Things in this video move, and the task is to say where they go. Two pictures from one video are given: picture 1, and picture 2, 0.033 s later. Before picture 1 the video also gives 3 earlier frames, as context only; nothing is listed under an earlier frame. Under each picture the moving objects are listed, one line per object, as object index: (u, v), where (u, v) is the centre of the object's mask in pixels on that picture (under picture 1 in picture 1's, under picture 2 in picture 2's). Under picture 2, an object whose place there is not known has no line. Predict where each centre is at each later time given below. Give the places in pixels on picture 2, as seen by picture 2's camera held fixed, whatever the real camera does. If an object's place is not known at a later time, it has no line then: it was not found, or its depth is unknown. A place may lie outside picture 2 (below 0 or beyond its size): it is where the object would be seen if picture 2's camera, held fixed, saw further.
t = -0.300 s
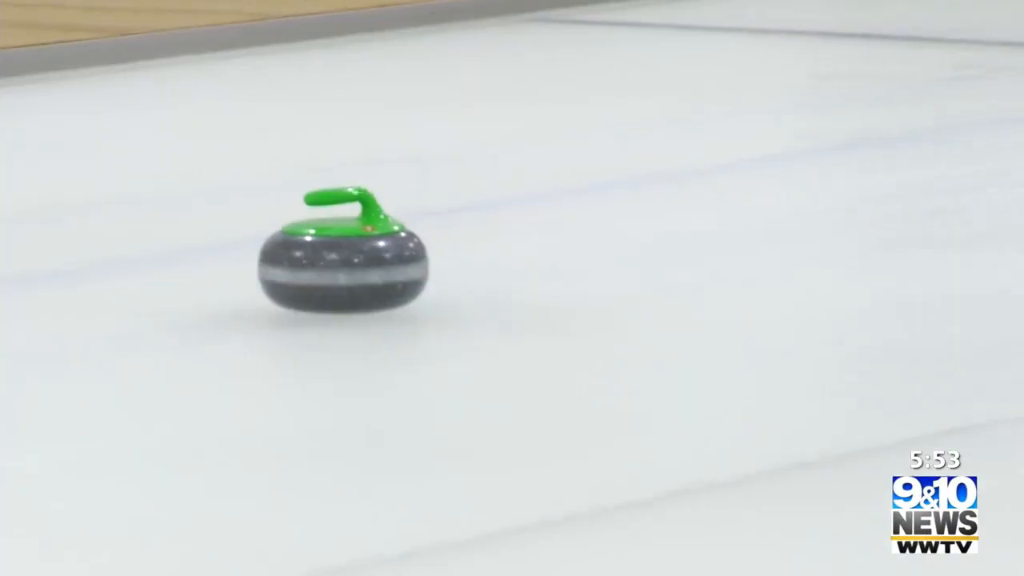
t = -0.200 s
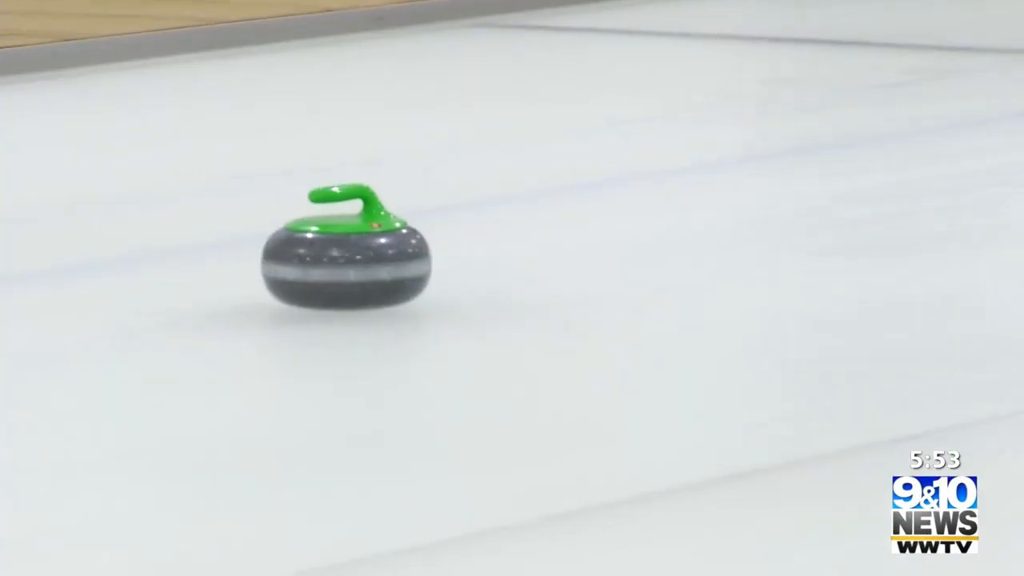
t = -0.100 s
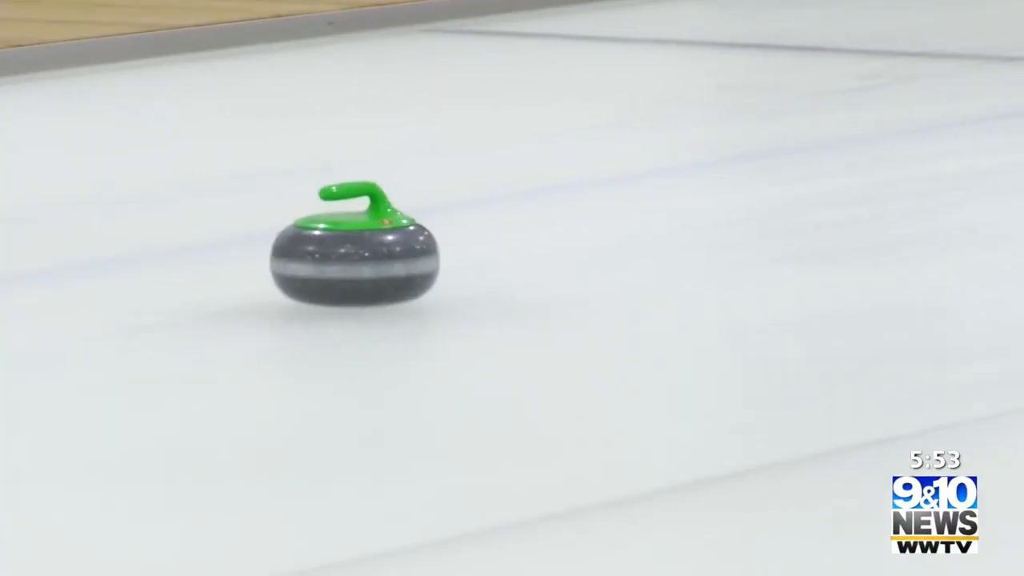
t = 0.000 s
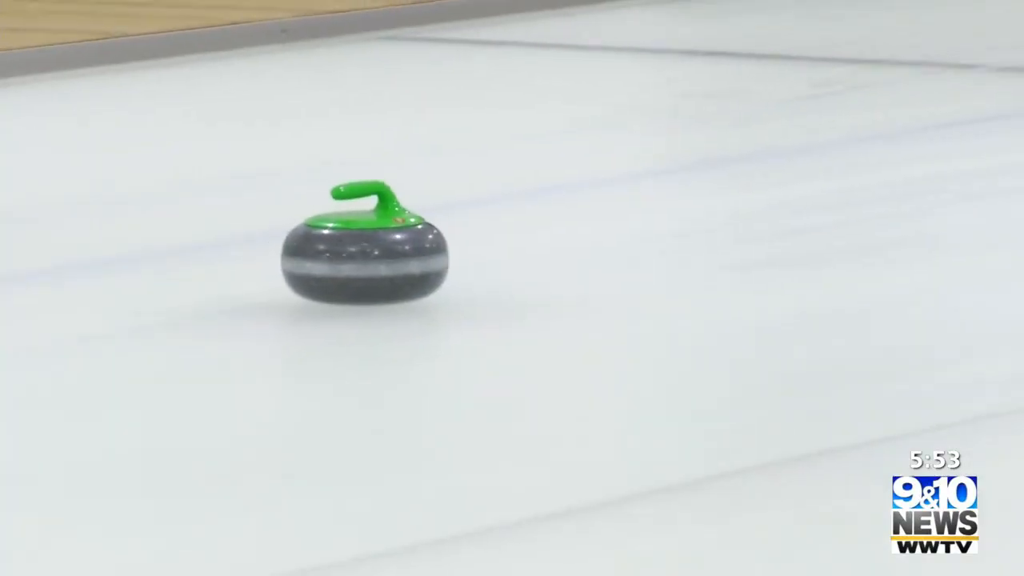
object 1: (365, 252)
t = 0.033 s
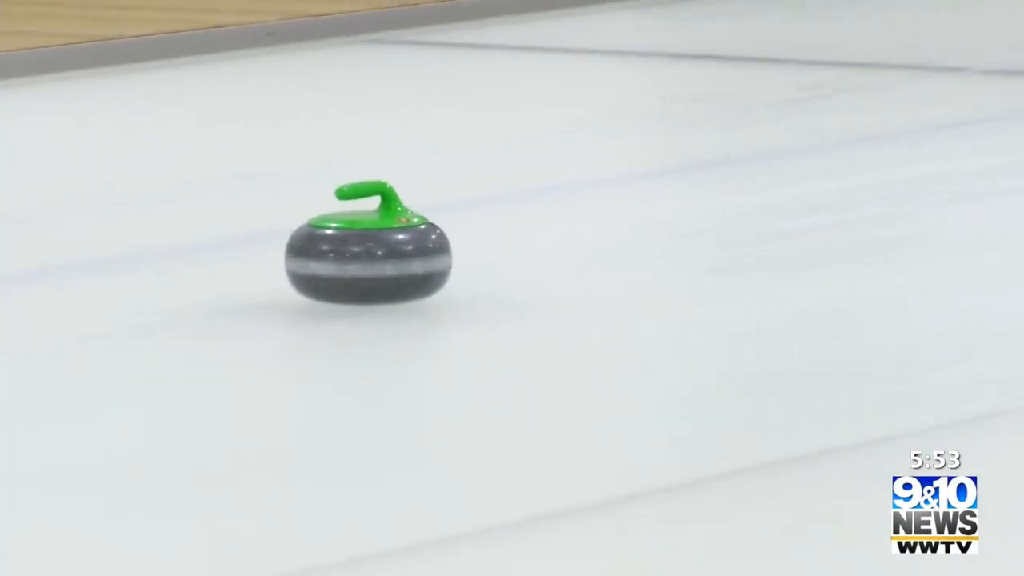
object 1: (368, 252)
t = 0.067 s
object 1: (373, 252)
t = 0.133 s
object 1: (380, 252)
